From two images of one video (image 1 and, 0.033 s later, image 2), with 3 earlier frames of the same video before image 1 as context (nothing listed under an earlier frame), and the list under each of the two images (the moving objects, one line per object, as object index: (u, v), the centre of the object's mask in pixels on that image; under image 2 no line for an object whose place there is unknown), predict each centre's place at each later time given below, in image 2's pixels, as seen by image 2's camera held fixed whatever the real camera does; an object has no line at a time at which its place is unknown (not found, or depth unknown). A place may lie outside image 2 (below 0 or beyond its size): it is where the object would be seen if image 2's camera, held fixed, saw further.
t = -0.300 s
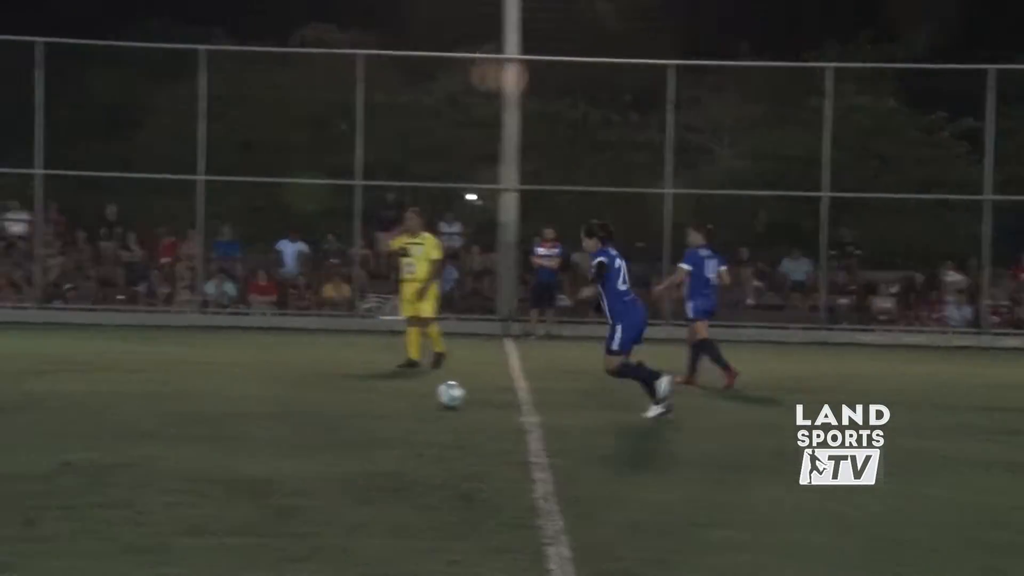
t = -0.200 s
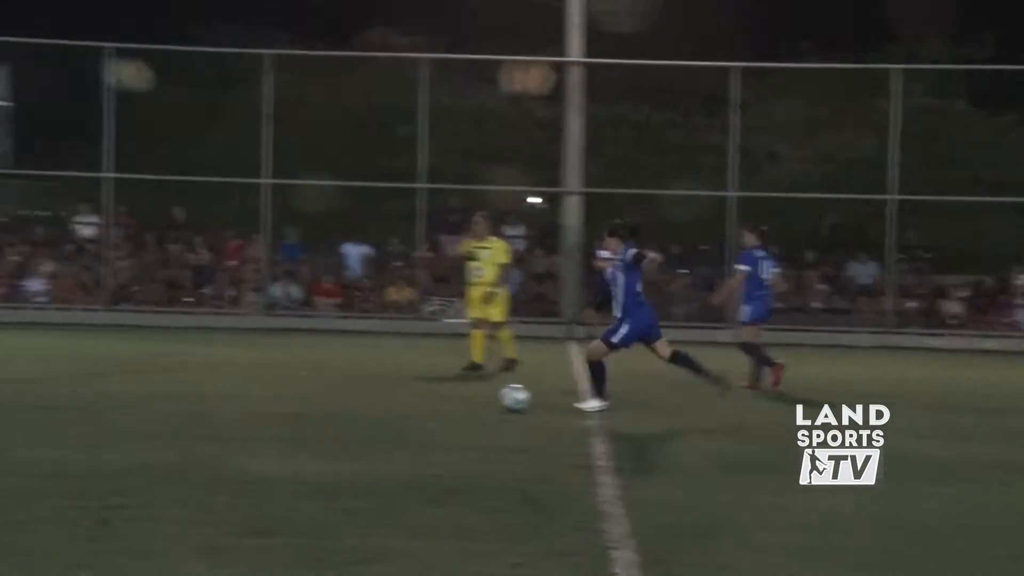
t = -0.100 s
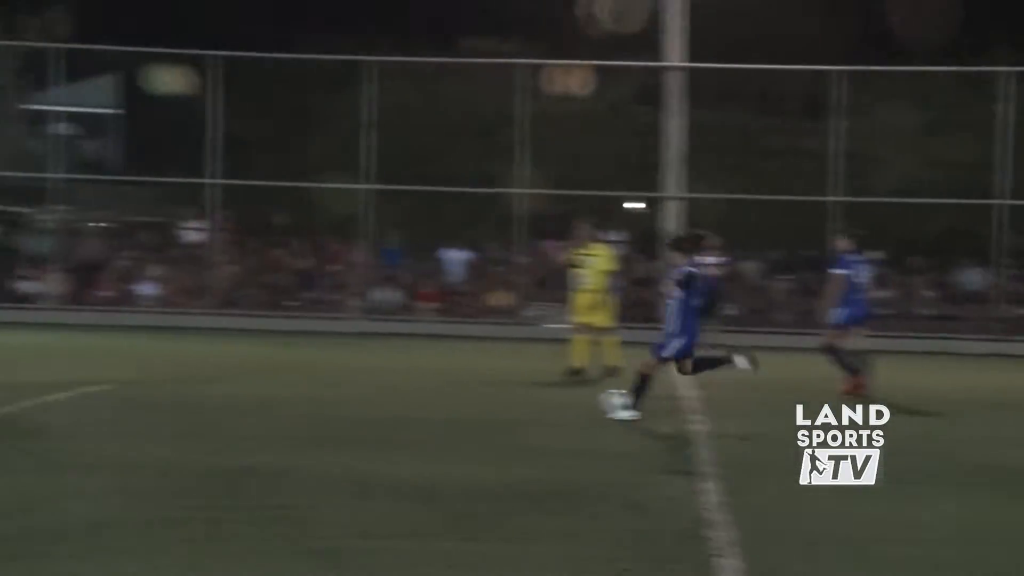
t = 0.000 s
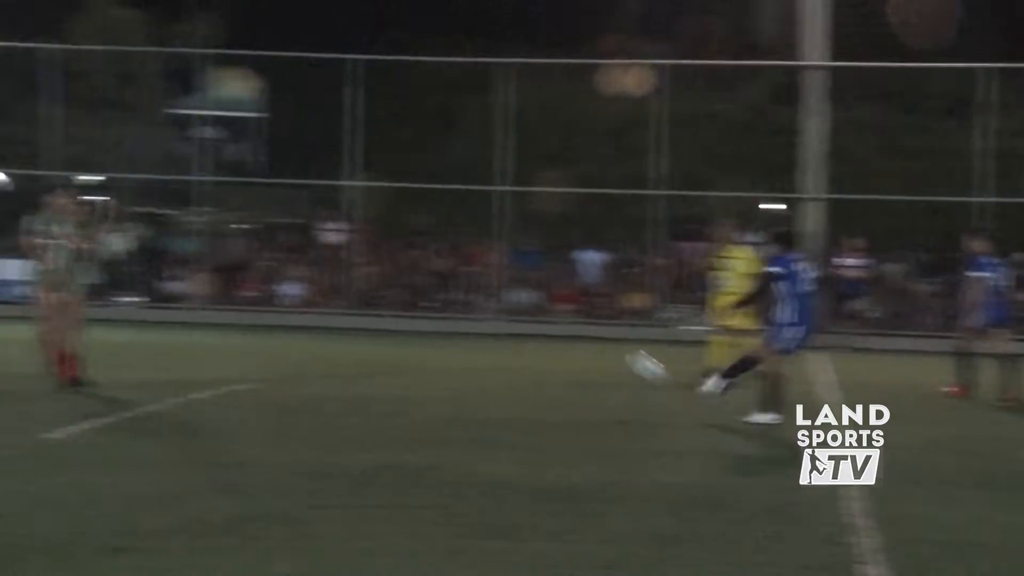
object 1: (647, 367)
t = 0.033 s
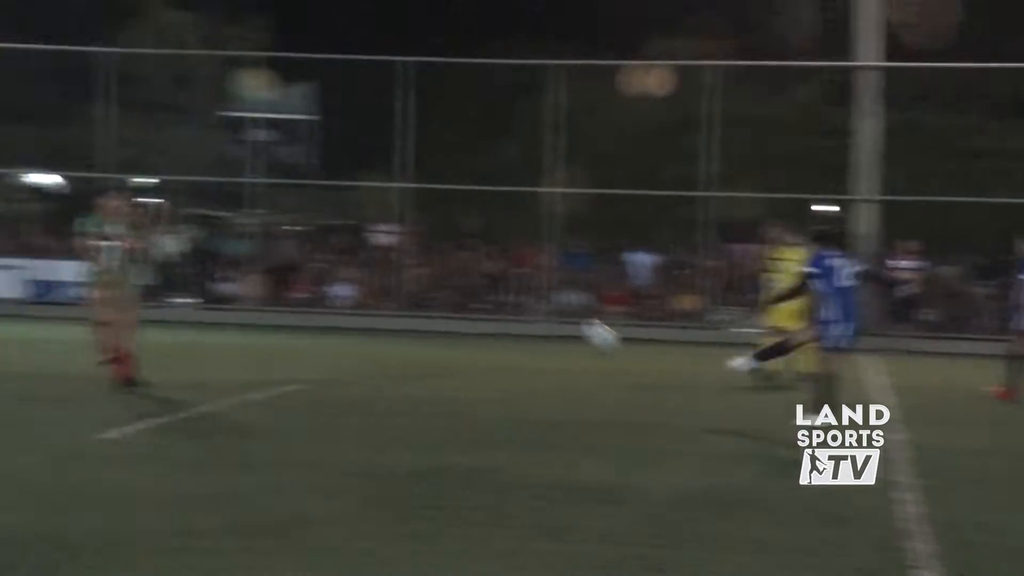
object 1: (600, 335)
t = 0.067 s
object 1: (504, 304)
